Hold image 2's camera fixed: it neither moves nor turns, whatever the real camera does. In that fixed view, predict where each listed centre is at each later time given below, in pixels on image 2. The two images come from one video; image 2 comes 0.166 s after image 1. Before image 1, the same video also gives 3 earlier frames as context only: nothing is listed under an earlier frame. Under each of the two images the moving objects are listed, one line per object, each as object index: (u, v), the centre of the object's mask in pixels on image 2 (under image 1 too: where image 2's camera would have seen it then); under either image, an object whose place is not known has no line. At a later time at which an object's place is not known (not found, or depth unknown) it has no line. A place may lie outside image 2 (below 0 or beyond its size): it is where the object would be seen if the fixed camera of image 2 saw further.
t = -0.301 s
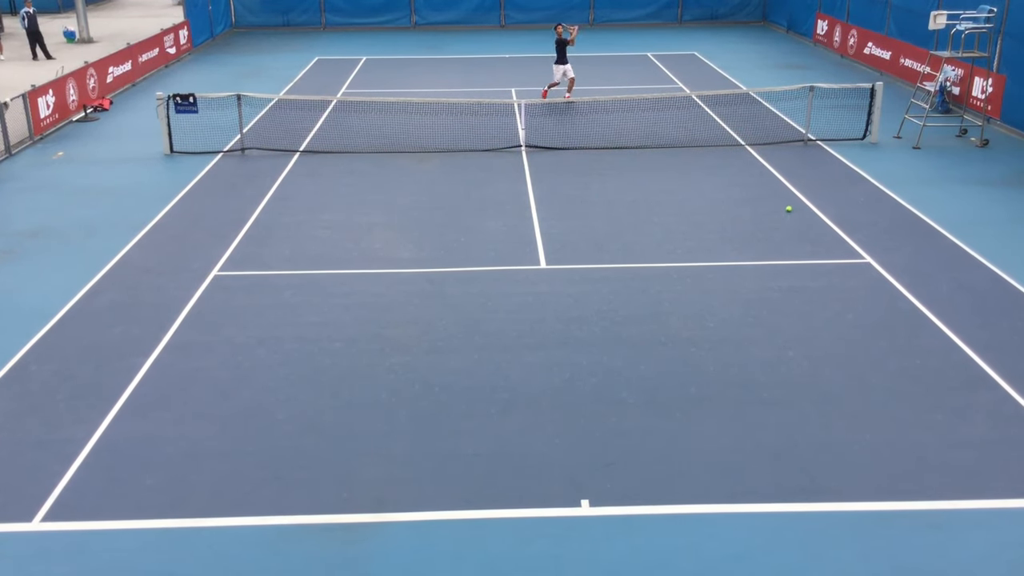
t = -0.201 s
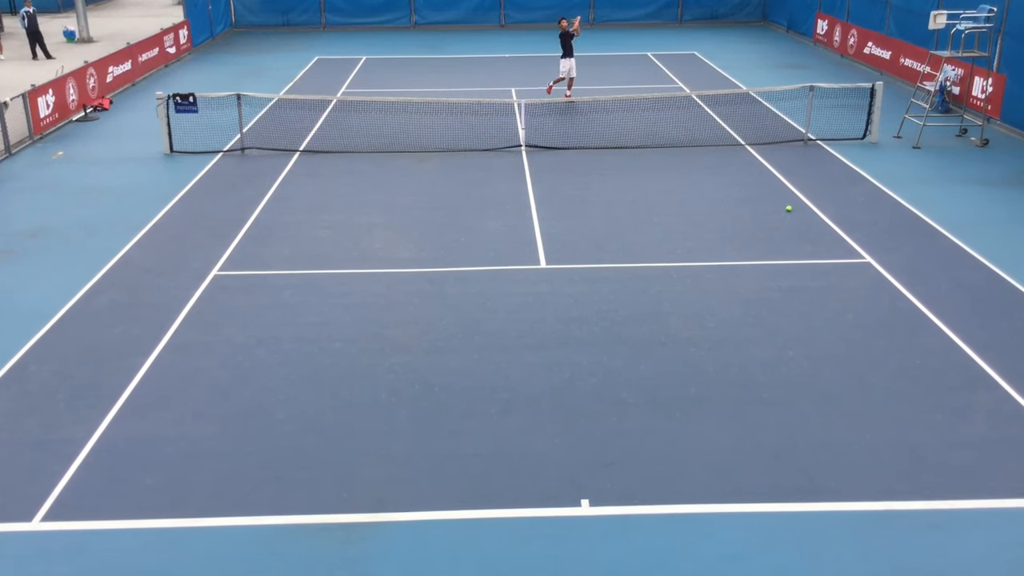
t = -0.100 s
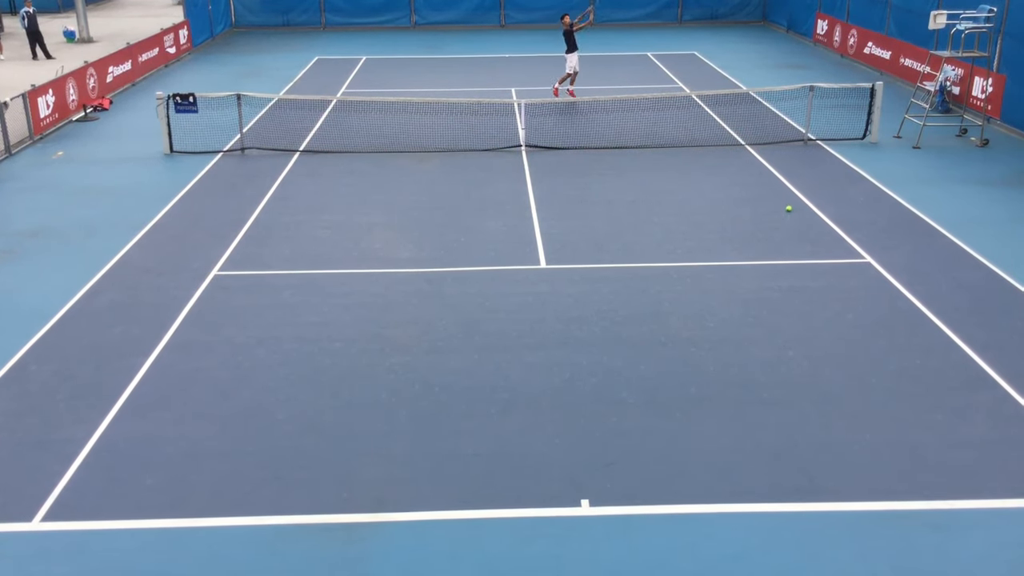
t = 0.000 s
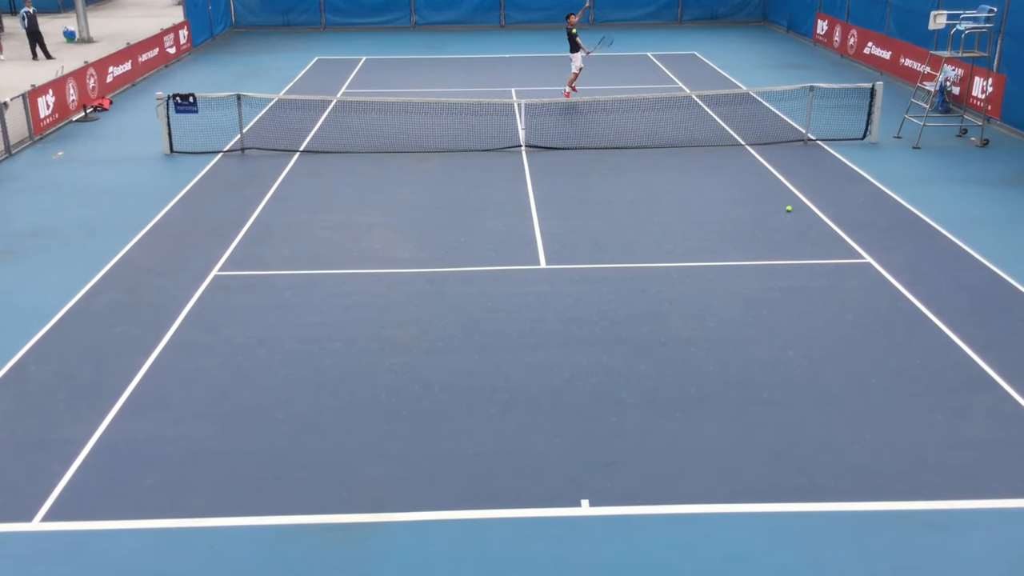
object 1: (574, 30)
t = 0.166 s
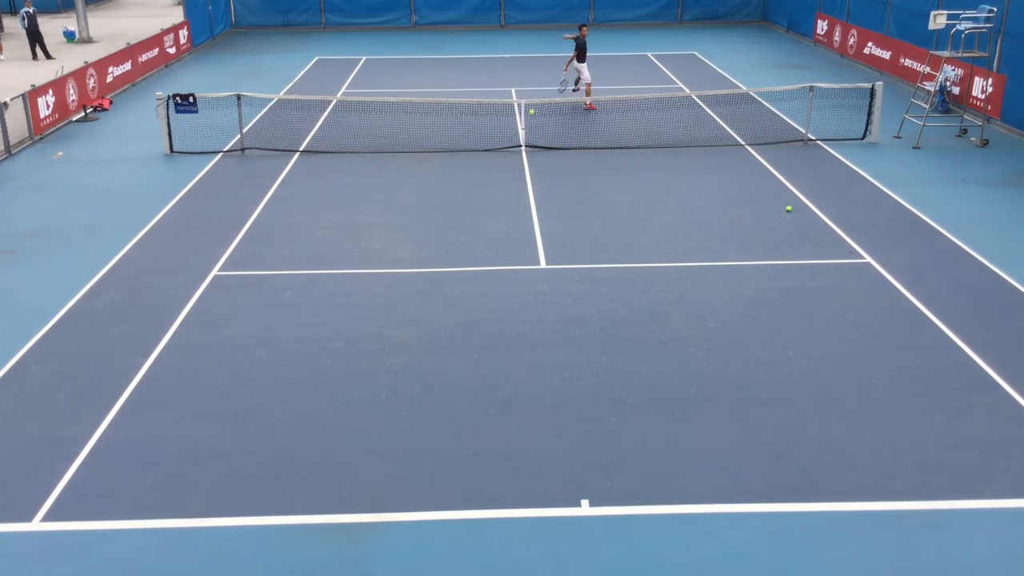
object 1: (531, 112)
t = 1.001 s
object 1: (110, 428)
